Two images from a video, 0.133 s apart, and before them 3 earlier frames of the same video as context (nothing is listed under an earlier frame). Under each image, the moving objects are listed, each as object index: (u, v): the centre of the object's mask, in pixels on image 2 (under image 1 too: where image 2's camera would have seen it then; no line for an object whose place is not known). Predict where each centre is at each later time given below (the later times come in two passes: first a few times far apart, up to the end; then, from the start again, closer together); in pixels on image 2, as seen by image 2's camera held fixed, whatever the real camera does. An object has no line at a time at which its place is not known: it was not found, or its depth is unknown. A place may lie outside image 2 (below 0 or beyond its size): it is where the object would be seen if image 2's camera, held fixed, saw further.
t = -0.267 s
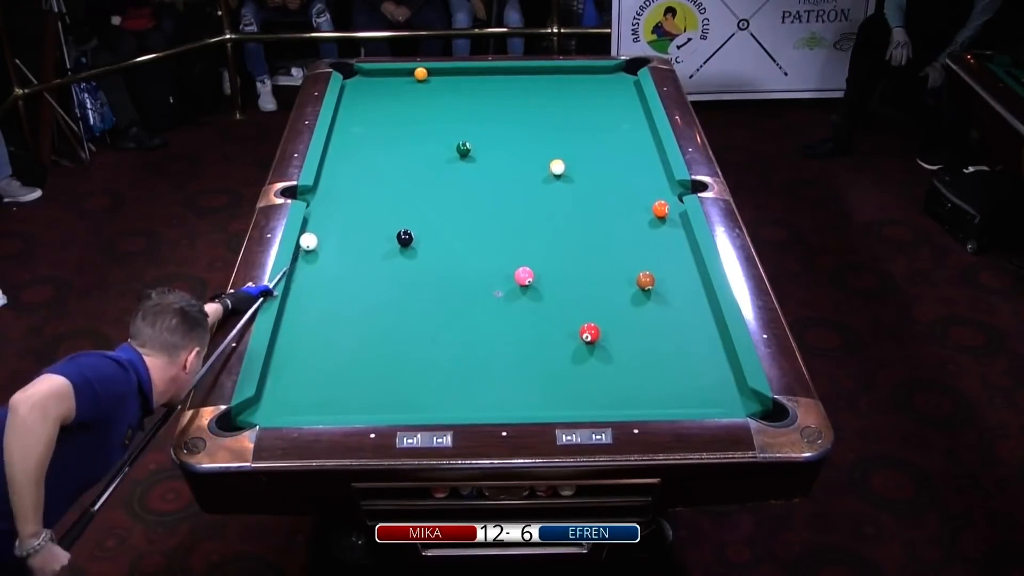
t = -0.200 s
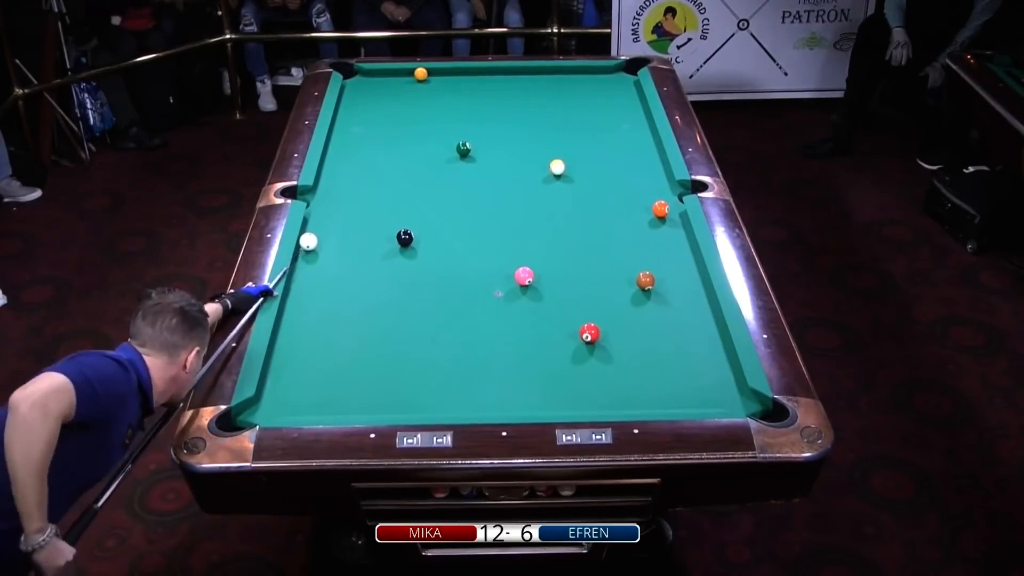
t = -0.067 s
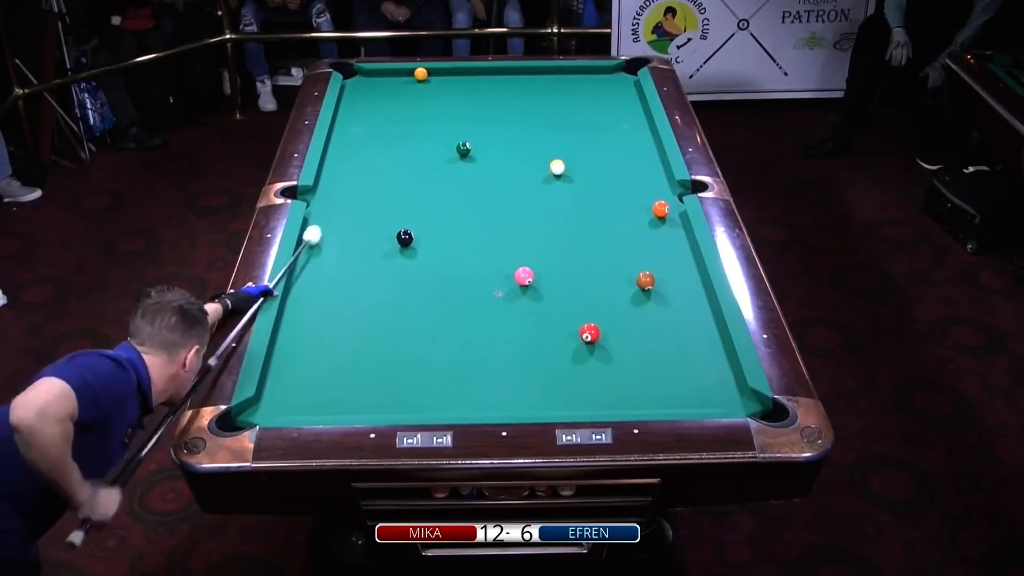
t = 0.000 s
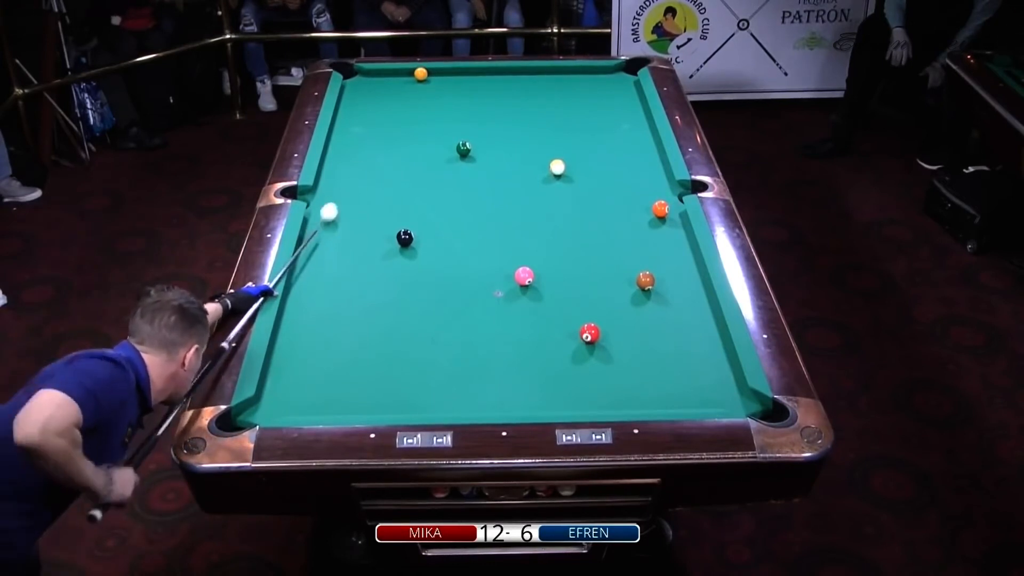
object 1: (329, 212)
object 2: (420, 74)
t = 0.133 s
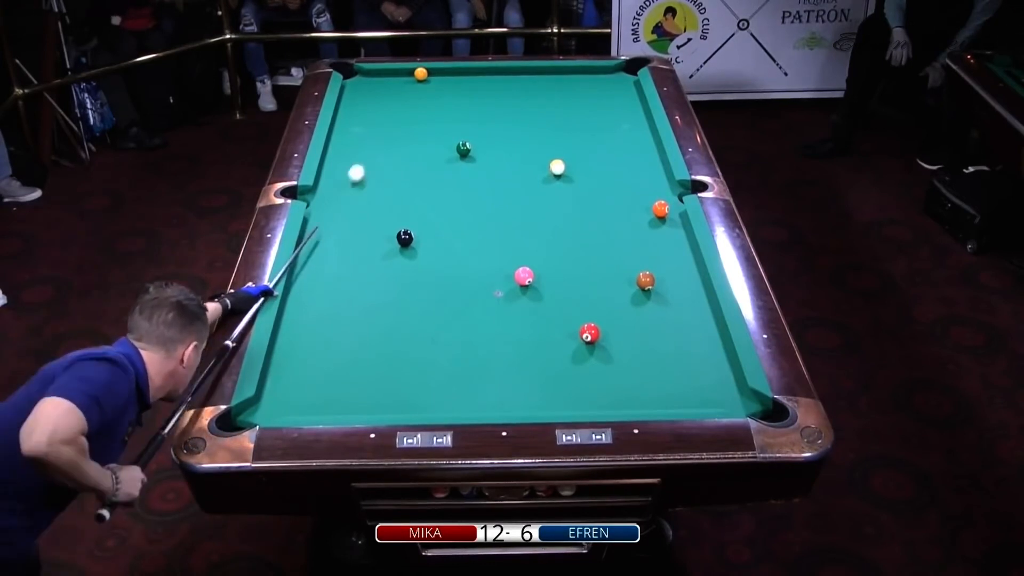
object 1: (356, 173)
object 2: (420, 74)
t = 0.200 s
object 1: (368, 157)
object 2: (420, 74)
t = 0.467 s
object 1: (410, 98)
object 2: (420, 74)
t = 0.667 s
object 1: (444, 75)
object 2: (415, 77)
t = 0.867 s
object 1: (477, 74)
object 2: (406, 95)
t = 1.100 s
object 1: (500, 78)
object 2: (398, 110)
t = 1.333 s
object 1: (541, 86)
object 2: (383, 138)
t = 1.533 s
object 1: (567, 92)
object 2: (372, 159)
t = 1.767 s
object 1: (599, 98)
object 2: (358, 184)
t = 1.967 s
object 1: (625, 103)
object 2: (345, 207)
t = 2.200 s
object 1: (634, 109)
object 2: (329, 236)
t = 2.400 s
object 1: (621, 114)
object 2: (315, 263)
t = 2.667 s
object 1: (604, 121)
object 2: (294, 301)
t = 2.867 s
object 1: (591, 127)
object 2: (284, 331)
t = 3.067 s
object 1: (579, 132)
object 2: (282, 361)
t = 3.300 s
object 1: (565, 137)
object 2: (278, 398)
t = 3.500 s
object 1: (554, 142)
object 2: (265, 412)
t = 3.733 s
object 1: (541, 148)
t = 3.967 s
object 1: (529, 153)
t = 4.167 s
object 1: (518, 157)
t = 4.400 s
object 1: (507, 162)
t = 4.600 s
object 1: (497, 166)
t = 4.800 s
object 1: (489, 170)
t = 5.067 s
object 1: (478, 174)
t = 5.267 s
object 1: (470, 177)
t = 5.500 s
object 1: (462, 181)
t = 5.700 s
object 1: (456, 183)
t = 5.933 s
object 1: (450, 186)
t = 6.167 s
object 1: (444, 188)
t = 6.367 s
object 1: (441, 190)
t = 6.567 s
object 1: (436, 192)
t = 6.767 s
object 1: (433, 193)
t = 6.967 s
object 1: (431, 194)
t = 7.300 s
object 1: (429, 194)
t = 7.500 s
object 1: (428, 195)
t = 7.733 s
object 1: (428, 195)
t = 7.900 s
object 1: (428, 195)
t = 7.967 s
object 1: (428, 195)
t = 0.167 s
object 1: (362, 165)
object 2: (420, 74)
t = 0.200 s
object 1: (368, 157)
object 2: (420, 74)
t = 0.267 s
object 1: (380, 140)
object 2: (420, 74)
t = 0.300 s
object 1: (385, 133)
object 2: (420, 74)
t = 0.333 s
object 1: (390, 125)
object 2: (420, 74)
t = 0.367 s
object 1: (395, 118)
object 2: (420, 74)
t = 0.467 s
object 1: (410, 98)
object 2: (420, 74)
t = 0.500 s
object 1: (414, 92)
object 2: (420, 74)
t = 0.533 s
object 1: (419, 86)
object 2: (421, 73)
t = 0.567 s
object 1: (423, 80)
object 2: (420, 72)
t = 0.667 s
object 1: (444, 75)
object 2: (415, 77)
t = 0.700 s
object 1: (451, 73)
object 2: (414, 80)
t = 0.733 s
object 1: (458, 71)
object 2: (412, 83)
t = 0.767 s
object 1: (464, 71)
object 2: (411, 86)
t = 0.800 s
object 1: (468, 72)
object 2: (409, 89)
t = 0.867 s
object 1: (477, 74)
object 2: (406, 95)
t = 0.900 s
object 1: (482, 75)
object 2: (405, 97)
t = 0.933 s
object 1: (486, 76)
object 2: (403, 101)
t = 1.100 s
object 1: (500, 78)
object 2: (398, 110)
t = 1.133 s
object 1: (504, 79)
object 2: (397, 112)
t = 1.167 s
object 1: (509, 80)
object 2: (395, 116)
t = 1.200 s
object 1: (523, 83)
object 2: (390, 125)
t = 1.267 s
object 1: (532, 85)
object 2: (386, 132)
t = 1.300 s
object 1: (536, 85)
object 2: (385, 135)
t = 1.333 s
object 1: (541, 86)
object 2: (383, 138)
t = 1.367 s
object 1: (545, 87)
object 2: (381, 141)
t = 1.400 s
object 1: (549, 88)
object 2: (379, 145)
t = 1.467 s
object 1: (559, 90)
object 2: (376, 152)
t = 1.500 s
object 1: (563, 91)
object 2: (374, 155)
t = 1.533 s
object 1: (567, 92)
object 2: (372, 159)
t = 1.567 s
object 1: (572, 92)
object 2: (370, 162)
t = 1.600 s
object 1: (576, 93)
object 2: (368, 166)
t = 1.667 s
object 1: (585, 95)
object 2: (364, 173)
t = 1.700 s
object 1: (590, 96)
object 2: (362, 177)
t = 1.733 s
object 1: (594, 97)
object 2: (360, 181)
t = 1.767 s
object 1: (599, 98)
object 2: (358, 184)
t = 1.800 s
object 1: (603, 98)
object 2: (356, 188)
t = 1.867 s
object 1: (612, 100)
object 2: (352, 196)
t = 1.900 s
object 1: (617, 101)
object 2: (349, 199)
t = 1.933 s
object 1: (621, 102)
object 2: (347, 203)
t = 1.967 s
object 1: (625, 103)
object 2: (345, 207)
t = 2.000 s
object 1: (630, 104)
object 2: (343, 211)
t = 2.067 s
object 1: (638, 105)
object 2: (338, 219)
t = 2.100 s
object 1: (641, 106)
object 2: (336, 224)
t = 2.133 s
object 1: (639, 107)
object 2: (334, 228)
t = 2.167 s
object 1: (637, 108)
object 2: (332, 232)
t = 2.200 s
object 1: (634, 109)
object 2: (329, 236)
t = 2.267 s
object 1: (630, 111)
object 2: (325, 245)
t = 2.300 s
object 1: (627, 112)
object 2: (322, 249)
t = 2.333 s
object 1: (625, 112)
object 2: (320, 254)
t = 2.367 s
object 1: (623, 114)
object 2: (317, 258)
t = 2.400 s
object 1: (621, 114)
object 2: (315, 263)
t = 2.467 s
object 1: (616, 116)
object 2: (310, 272)
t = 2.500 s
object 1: (614, 117)
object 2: (307, 277)
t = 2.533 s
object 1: (612, 118)
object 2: (305, 282)
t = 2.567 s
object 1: (610, 119)
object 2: (303, 286)
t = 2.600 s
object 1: (608, 120)
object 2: (300, 291)
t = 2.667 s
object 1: (604, 121)
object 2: (294, 301)
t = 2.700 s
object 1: (602, 122)
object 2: (291, 306)
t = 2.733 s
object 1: (600, 123)
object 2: (289, 311)
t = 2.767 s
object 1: (597, 124)
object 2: (286, 316)
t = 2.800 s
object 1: (596, 125)
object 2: (285, 321)
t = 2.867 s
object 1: (591, 127)
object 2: (284, 331)
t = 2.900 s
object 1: (589, 128)
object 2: (283, 336)
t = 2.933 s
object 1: (587, 128)
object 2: (283, 340)
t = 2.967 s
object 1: (585, 129)
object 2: (283, 346)
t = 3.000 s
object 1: (583, 130)
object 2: (282, 351)
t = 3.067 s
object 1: (579, 132)
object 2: (282, 361)
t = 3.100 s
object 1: (577, 133)
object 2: (281, 366)
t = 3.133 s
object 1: (575, 133)
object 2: (281, 371)
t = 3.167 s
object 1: (573, 134)
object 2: (280, 376)
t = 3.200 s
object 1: (571, 135)
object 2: (280, 381)
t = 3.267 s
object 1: (567, 137)
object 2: (279, 392)
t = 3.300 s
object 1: (565, 137)
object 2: (278, 398)
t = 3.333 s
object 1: (563, 138)
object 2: (277, 403)
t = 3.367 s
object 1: (561, 139)
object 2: (277, 408)
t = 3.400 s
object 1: (559, 140)
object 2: (276, 412)
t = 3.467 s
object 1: (556, 141)
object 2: (269, 412)
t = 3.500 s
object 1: (554, 142)
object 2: (265, 412)
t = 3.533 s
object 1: (552, 143)
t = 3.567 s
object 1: (550, 144)
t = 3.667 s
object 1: (545, 146)
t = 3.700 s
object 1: (543, 147)
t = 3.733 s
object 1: (541, 148)
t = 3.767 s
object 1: (539, 149)
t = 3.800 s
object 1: (537, 149)
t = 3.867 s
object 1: (534, 151)
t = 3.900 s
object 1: (532, 151)
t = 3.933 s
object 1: (530, 152)
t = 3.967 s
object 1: (529, 153)
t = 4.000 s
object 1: (527, 154)
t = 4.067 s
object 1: (523, 155)
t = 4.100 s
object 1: (522, 156)
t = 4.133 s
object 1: (520, 156)
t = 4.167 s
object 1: (518, 157)
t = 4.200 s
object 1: (517, 158)
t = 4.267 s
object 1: (513, 159)
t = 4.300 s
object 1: (512, 160)
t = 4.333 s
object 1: (510, 161)
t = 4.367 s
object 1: (508, 161)
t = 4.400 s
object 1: (507, 162)
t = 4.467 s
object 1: (504, 163)
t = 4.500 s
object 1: (502, 164)
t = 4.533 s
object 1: (500, 165)
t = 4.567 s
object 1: (499, 165)
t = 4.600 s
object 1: (497, 166)
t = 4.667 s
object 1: (494, 167)
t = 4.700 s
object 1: (493, 168)
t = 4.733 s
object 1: (492, 168)
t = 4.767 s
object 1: (490, 169)
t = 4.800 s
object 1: (489, 170)
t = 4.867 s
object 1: (486, 171)
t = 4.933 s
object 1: (483, 172)
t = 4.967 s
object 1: (482, 173)
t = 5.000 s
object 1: (480, 173)
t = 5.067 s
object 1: (478, 174)
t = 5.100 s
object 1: (476, 175)
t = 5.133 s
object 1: (475, 175)
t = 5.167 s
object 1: (474, 176)
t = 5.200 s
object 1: (473, 176)
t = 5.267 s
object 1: (470, 177)
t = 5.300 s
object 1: (469, 178)
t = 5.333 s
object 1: (468, 178)
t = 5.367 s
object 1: (467, 179)
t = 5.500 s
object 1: (462, 181)
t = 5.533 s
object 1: (461, 181)
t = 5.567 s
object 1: (460, 182)
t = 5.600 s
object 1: (459, 182)
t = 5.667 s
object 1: (457, 183)
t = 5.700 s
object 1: (456, 183)
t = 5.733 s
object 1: (455, 184)
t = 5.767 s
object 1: (454, 184)
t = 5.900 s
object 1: (451, 186)
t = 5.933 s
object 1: (450, 186)
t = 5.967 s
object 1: (449, 187)
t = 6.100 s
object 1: (446, 188)
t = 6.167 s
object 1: (444, 188)
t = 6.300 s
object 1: (443, 189)
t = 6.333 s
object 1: (442, 190)
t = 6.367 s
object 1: (441, 190)
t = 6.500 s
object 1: (437, 191)
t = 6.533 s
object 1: (437, 191)
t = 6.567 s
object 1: (436, 192)
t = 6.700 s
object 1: (434, 193)
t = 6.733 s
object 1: (434, 193)
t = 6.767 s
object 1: (433, 193)
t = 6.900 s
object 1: (432, 193)
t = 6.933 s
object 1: (431, 194)
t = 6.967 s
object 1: (431, 194)
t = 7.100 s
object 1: (430, 194)
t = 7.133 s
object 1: (429, 194)
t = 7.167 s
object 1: (429, 194)
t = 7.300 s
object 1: (429, 194)
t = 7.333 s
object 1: (428, 195)
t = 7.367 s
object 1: (428, 195)
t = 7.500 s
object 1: (428, 195)
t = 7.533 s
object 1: (428, 195)
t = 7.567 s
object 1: (428, 195)
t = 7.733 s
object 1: (428, 195)
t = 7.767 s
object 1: (428, 195)
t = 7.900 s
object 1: (428, 195)
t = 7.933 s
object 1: (428, 195)
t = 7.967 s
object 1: (428, 195)
